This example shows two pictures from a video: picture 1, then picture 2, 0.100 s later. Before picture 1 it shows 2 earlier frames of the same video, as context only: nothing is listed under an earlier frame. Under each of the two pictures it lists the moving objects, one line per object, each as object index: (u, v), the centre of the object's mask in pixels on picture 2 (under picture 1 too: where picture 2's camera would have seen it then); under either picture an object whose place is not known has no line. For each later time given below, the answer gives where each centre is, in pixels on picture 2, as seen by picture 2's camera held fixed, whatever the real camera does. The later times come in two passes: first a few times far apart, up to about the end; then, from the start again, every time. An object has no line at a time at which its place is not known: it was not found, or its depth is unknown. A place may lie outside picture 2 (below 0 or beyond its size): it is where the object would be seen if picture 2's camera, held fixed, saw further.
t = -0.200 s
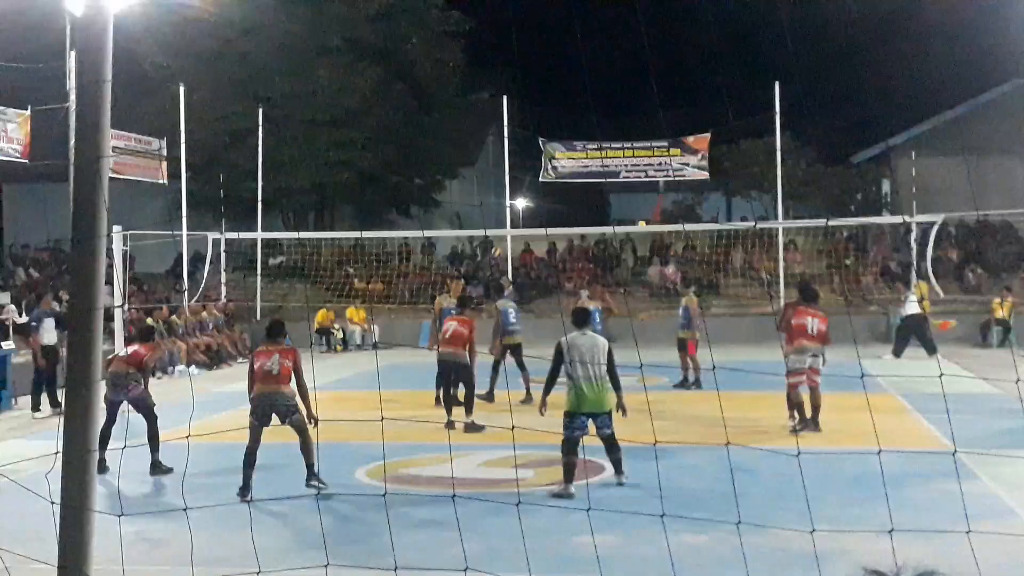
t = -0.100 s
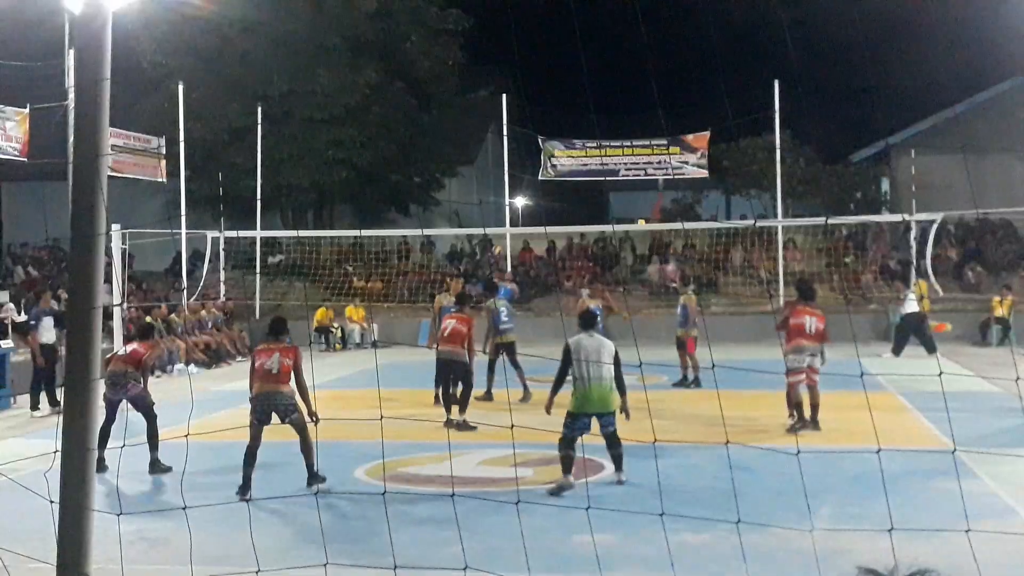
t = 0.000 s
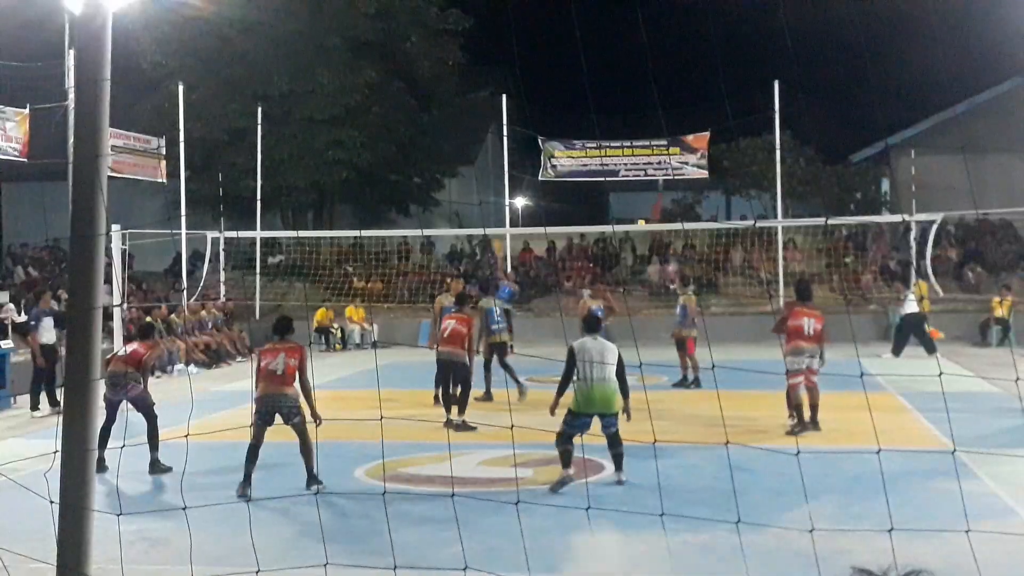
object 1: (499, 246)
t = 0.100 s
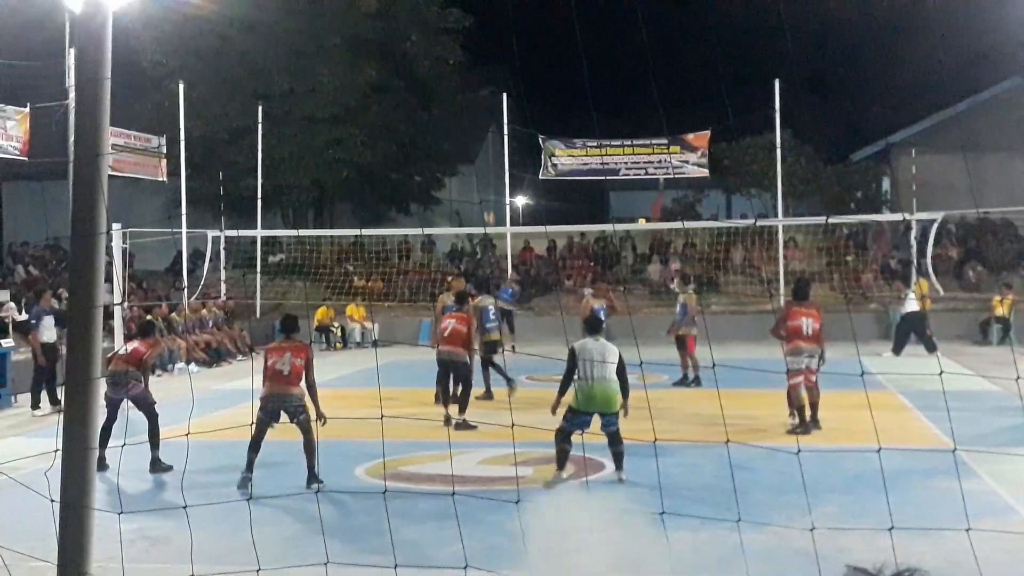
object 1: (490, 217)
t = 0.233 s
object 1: (480, 185)
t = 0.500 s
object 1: (453, 141)
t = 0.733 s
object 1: (436, 132)
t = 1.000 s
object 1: (416, 173)
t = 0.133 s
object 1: (487, 209)
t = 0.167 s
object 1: (485, 200)
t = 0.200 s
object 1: (482, 193)
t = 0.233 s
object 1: (480, 185)
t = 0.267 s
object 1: (476, 178)
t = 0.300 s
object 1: (472, 171)
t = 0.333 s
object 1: (468, 164)
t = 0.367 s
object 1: (465, 158)
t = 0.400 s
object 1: (462, 153)
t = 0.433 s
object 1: (459, 149)
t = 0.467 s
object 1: (456, 145)
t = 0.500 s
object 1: (453, 141)
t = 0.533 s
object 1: (450, 137)
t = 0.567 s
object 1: (448, 135)
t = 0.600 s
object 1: (445, 134)
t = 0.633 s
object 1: (443, 132)
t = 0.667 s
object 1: (441, 131)
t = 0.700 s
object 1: (438, 132)
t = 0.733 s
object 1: (436, 132)
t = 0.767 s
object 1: (434, 134)
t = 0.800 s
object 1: (432, 136)
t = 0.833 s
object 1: (429, 139)
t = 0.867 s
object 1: (427, 144)
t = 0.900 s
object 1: (425, 149)
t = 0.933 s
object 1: (422, 156)
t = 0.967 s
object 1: (419, 164)
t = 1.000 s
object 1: (416, 173)
